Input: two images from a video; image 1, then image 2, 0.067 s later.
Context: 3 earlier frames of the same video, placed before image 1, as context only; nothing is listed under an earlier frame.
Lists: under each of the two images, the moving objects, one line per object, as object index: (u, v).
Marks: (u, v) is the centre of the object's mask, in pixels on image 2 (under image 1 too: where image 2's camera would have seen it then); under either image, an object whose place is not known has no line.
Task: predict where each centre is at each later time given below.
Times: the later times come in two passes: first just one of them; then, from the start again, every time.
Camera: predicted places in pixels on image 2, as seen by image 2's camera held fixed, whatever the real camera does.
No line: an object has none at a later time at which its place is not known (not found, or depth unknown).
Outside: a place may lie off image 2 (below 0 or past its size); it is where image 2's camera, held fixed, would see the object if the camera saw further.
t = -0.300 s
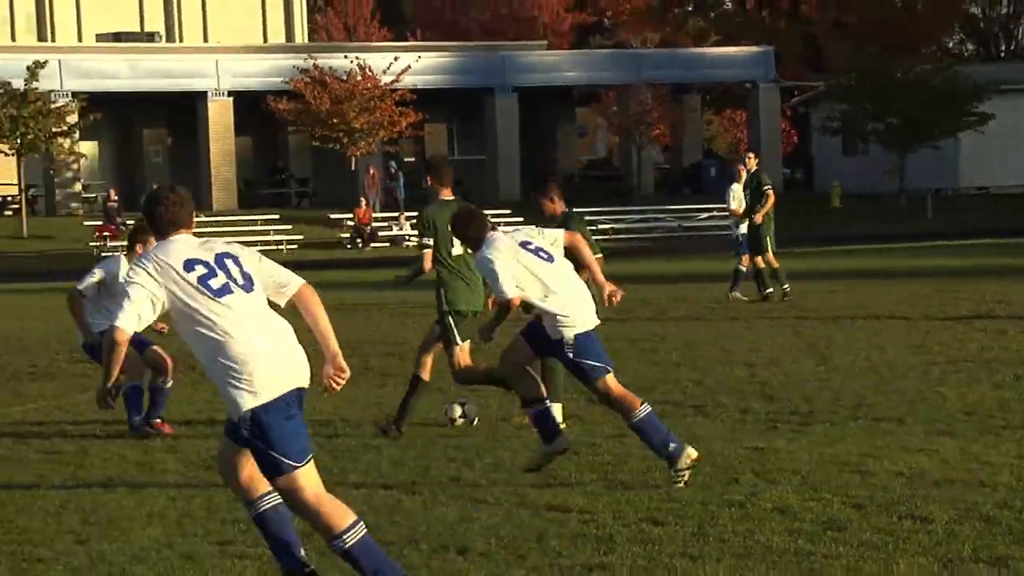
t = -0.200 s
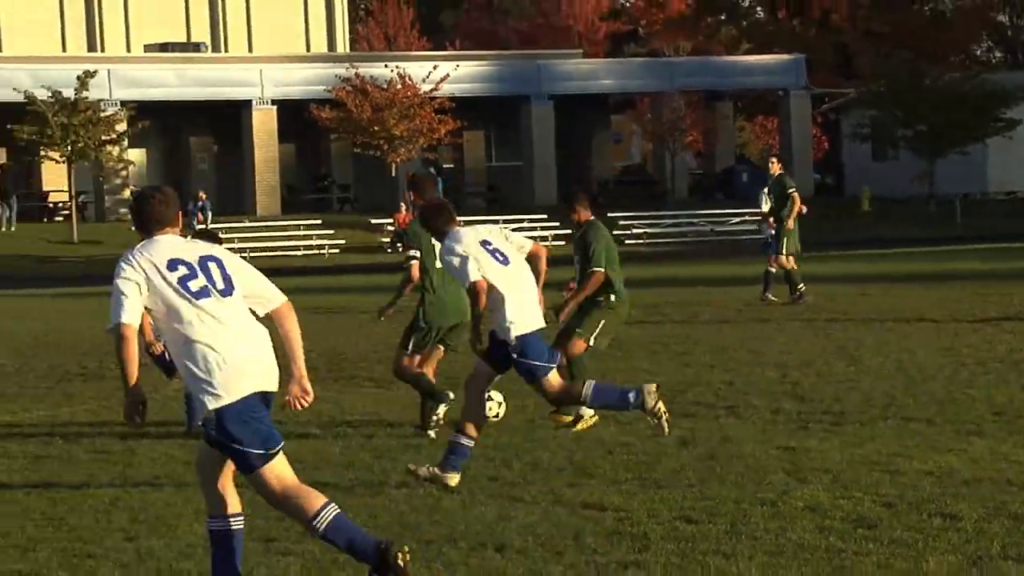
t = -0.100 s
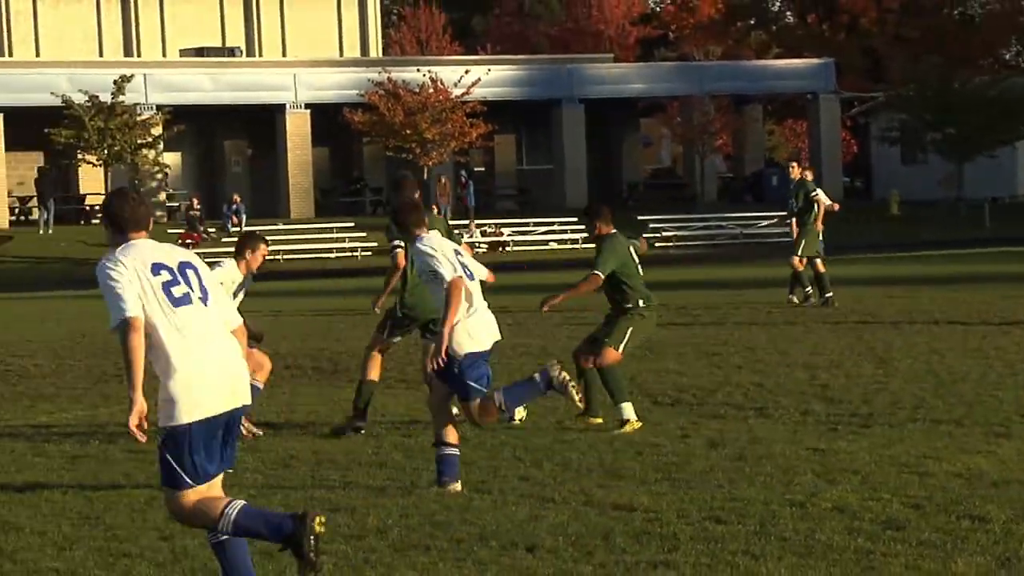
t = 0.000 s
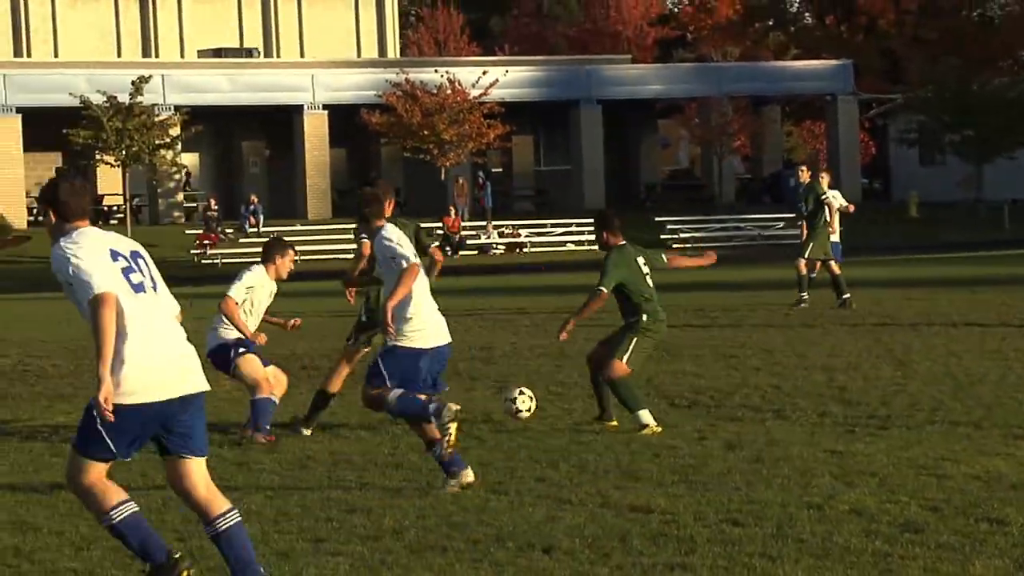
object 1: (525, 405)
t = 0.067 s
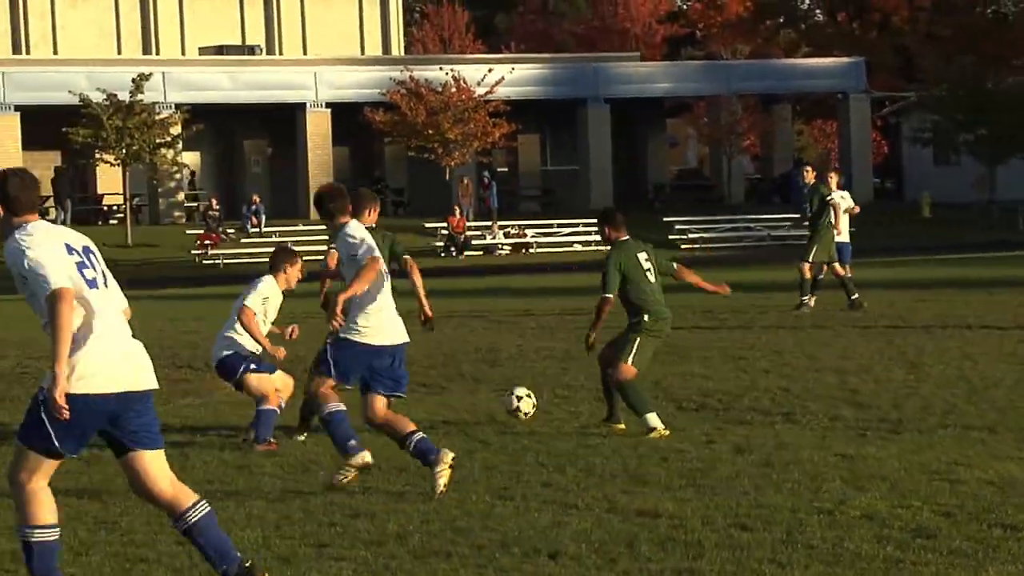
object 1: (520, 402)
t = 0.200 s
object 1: (512, 407)
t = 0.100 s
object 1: (517, 405)
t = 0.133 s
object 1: (517, 408)
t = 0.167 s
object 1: (514, 410)
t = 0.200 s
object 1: (512, 407)
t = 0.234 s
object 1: (507, 405)
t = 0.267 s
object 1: (505, 405)
